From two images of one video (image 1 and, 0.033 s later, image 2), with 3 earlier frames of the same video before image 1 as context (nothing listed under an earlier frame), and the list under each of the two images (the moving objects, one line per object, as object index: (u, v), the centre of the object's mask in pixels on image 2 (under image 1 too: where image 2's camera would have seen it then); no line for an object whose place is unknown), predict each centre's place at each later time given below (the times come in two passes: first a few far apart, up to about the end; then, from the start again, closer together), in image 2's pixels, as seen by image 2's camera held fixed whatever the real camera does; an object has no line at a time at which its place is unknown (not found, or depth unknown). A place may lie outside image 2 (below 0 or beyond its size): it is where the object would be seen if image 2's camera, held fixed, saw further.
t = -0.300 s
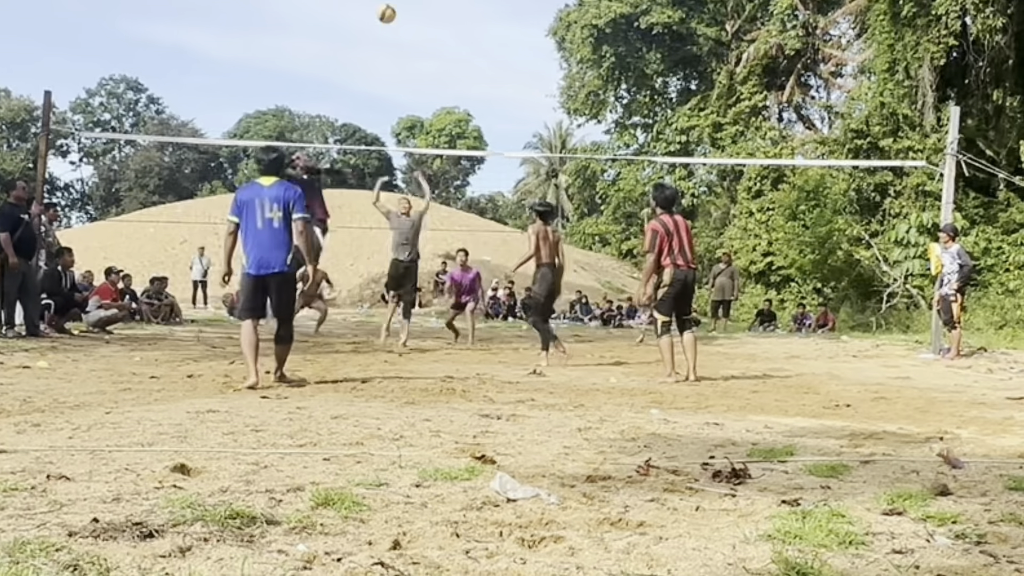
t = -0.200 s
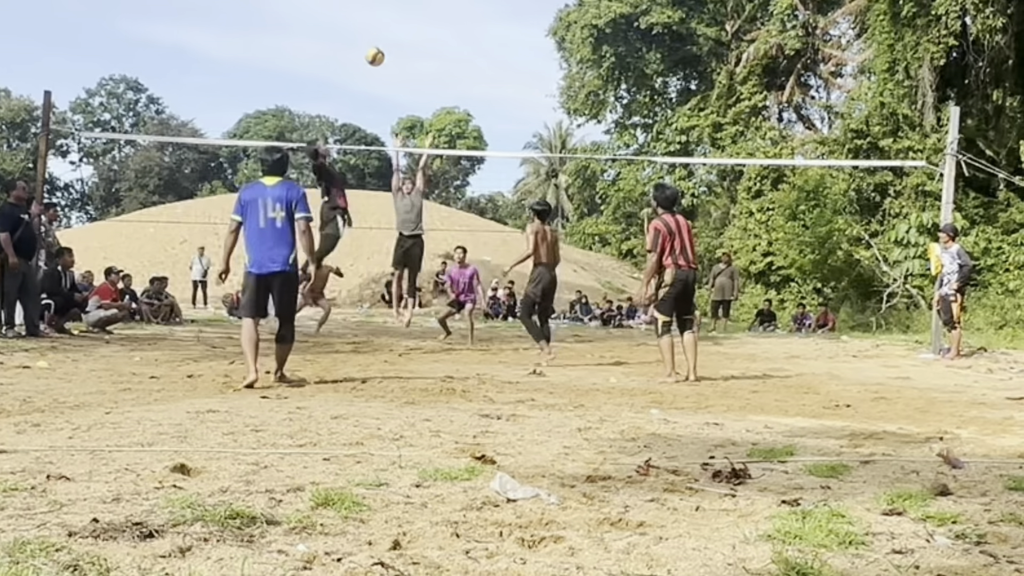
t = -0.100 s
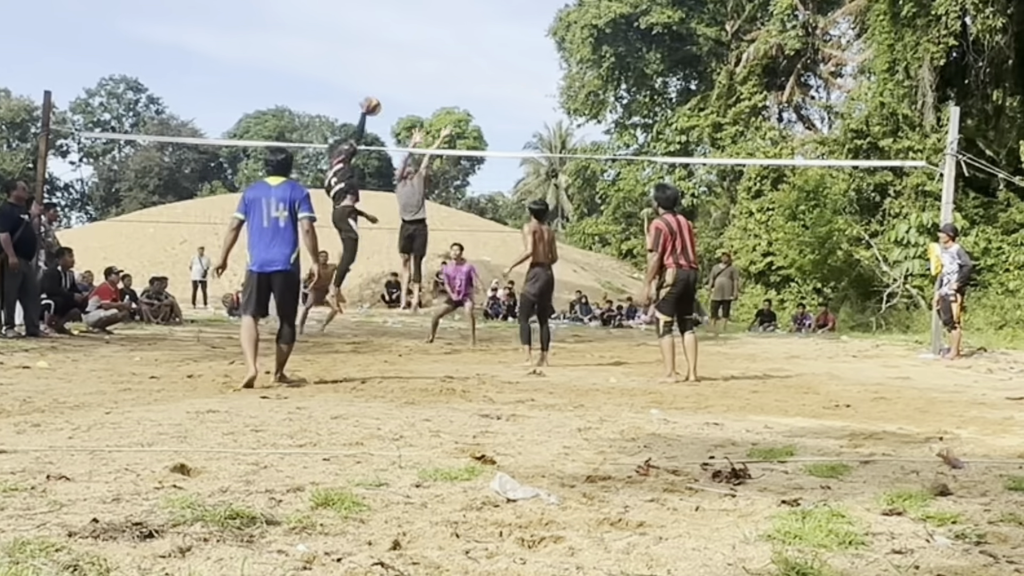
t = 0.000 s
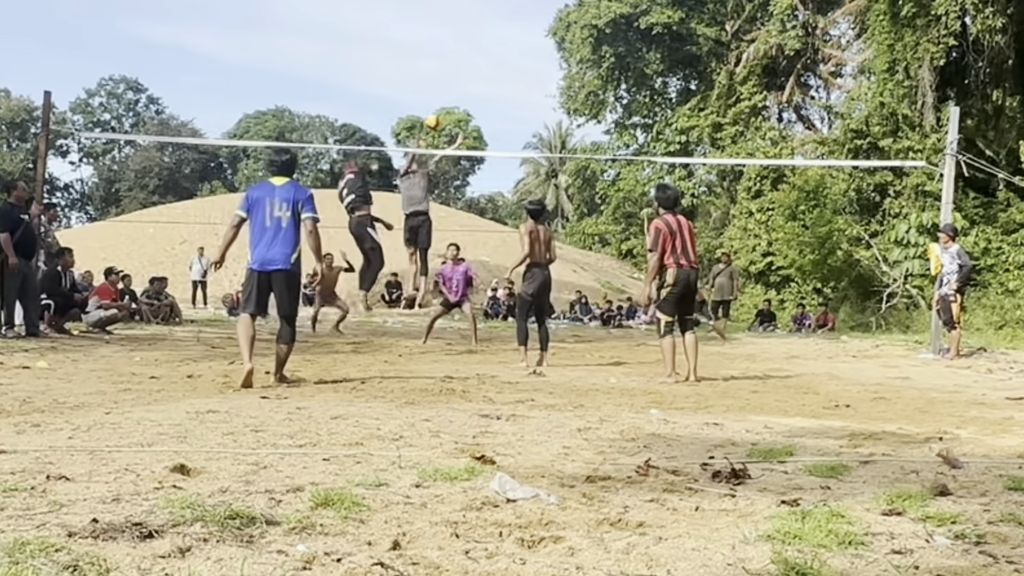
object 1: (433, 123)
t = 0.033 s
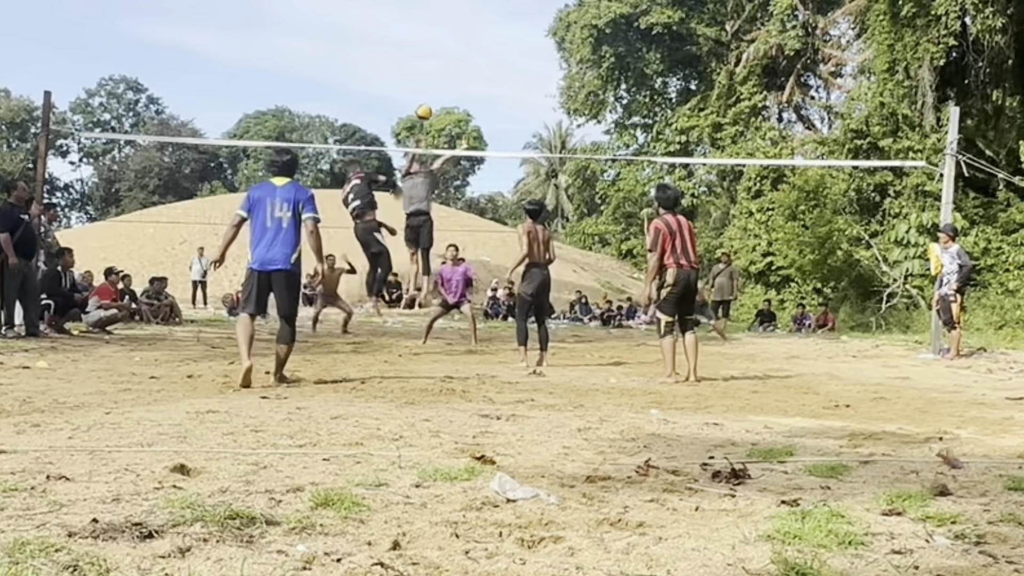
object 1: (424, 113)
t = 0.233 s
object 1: (365, 71)
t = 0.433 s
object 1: (313, 62)
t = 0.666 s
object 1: (261, 87)
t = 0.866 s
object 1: (221, 133)
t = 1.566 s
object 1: (135, 249)
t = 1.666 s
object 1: (131, 227)
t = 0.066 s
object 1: (413, 103)
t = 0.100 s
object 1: (403, 94)
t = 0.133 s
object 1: (393, 87)
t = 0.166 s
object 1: (383, 81)
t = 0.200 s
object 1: (374, 75)
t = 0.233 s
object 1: (365, 71)
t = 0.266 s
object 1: (355, 67)
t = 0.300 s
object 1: (347, 64)
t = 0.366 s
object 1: (329, 61)
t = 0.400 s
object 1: (321, 61)
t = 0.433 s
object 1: (313, 62)
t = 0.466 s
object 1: (305, 63)
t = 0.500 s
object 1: (297, 65)
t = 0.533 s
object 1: (289, 68)
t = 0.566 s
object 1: (282, 72)
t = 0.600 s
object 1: (275, 76)
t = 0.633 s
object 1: (267, 81)
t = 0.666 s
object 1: (261, 87)
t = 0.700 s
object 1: (253, 93)
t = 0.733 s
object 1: (246, 100)
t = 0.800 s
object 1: (233, 116)
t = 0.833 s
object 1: (227, 125)
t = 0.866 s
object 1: (221, 133)
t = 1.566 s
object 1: (135, 249)
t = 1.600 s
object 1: (133, 241)
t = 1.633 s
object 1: (132, 234)
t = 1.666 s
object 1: (131, 227)
